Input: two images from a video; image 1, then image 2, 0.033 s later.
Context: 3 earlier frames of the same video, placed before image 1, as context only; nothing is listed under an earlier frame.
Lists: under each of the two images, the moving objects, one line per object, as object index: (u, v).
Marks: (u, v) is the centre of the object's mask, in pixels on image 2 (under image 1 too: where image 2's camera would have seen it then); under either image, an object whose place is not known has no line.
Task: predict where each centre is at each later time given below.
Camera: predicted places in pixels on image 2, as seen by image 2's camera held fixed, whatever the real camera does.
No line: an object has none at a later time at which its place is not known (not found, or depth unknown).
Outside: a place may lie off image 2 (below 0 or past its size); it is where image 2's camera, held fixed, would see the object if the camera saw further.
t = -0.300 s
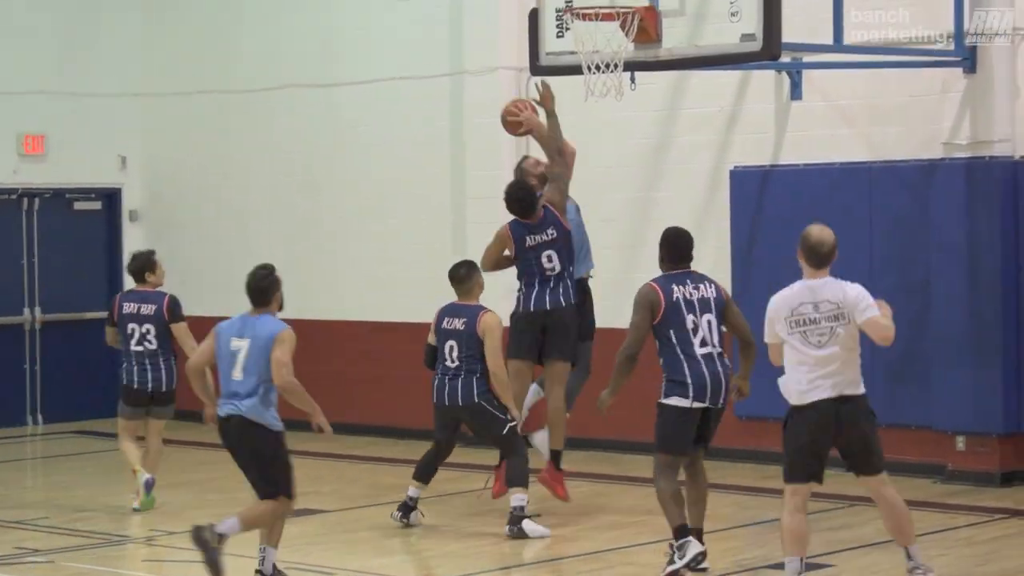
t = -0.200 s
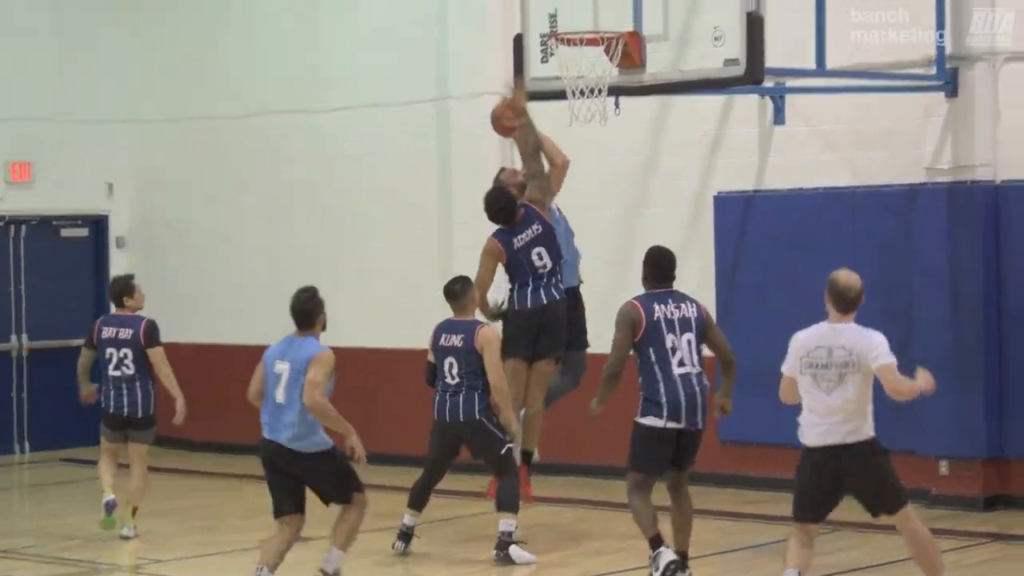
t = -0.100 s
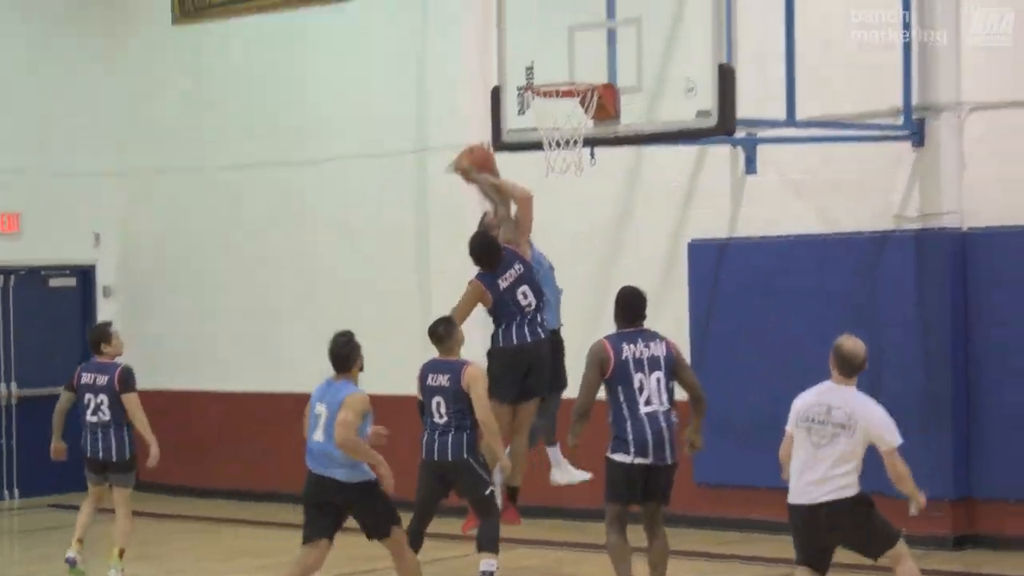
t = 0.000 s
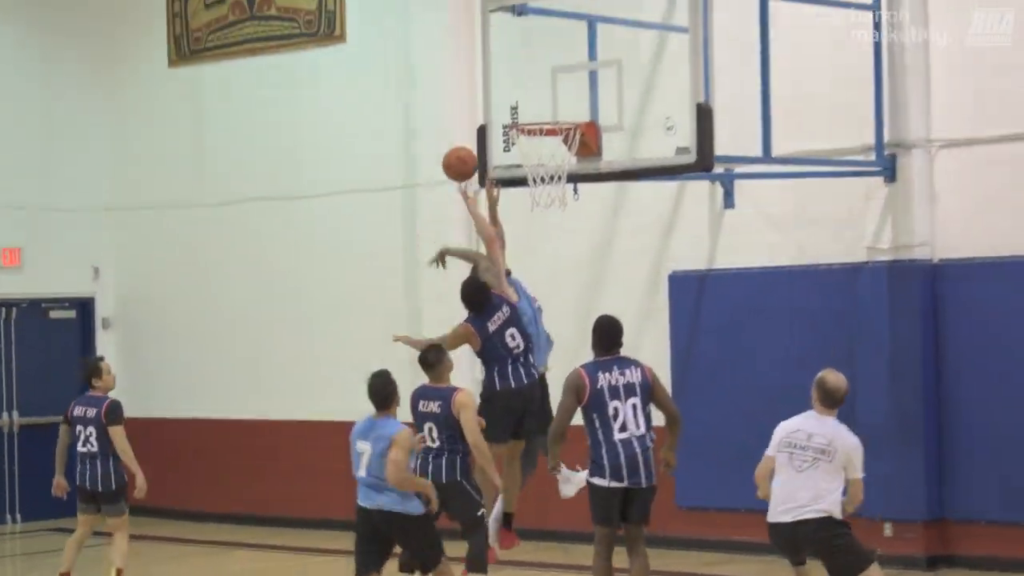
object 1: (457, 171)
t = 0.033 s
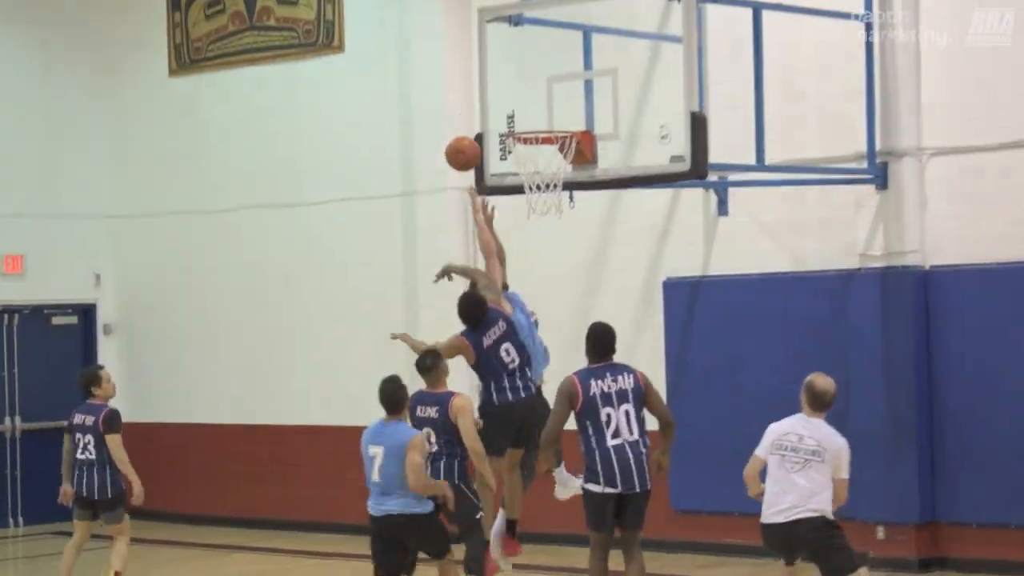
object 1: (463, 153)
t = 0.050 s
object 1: (465, 145)
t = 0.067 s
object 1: (468, 137)
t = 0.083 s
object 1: (471, 130)
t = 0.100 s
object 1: (474, 123)
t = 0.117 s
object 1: (477, 116)
